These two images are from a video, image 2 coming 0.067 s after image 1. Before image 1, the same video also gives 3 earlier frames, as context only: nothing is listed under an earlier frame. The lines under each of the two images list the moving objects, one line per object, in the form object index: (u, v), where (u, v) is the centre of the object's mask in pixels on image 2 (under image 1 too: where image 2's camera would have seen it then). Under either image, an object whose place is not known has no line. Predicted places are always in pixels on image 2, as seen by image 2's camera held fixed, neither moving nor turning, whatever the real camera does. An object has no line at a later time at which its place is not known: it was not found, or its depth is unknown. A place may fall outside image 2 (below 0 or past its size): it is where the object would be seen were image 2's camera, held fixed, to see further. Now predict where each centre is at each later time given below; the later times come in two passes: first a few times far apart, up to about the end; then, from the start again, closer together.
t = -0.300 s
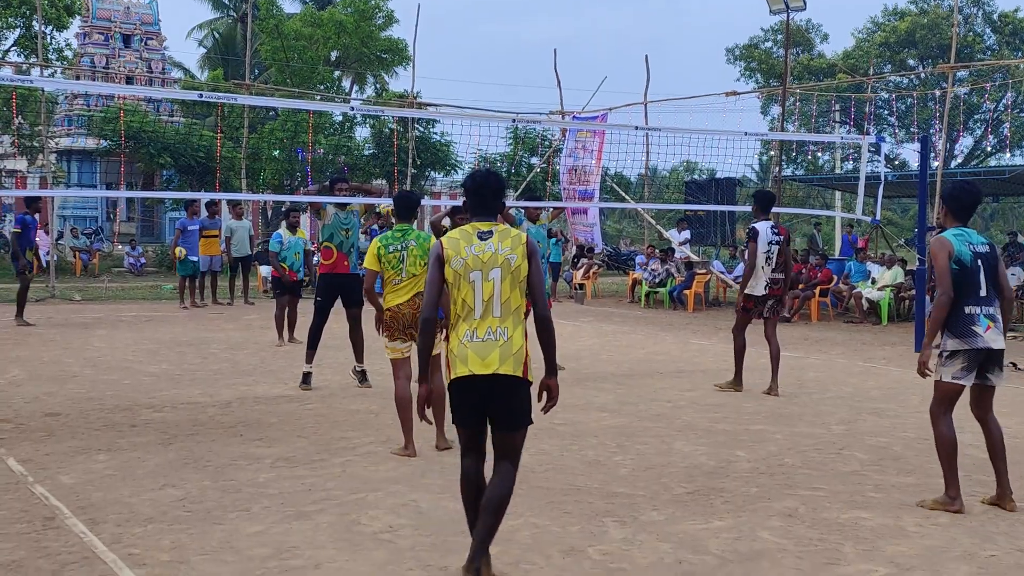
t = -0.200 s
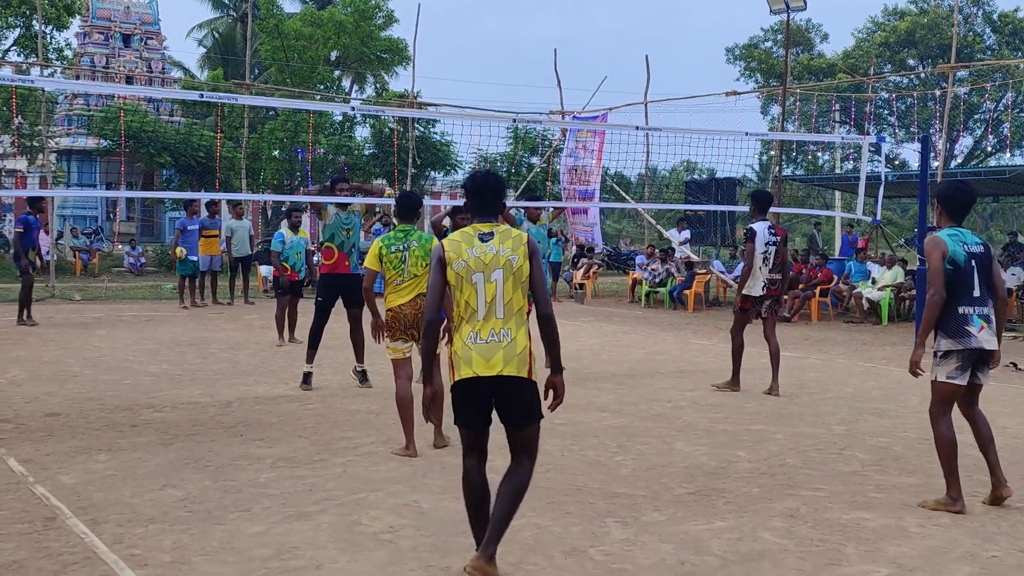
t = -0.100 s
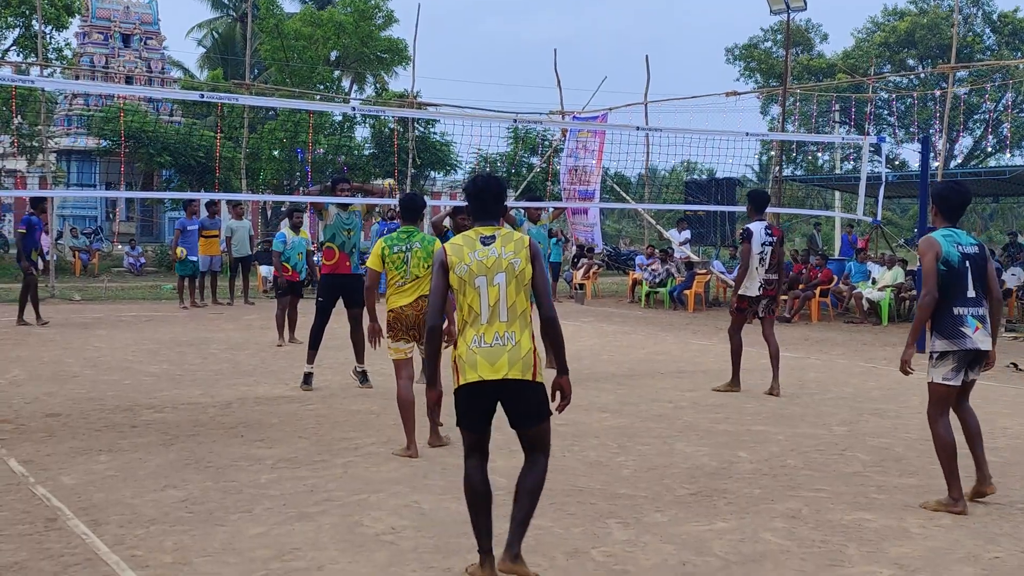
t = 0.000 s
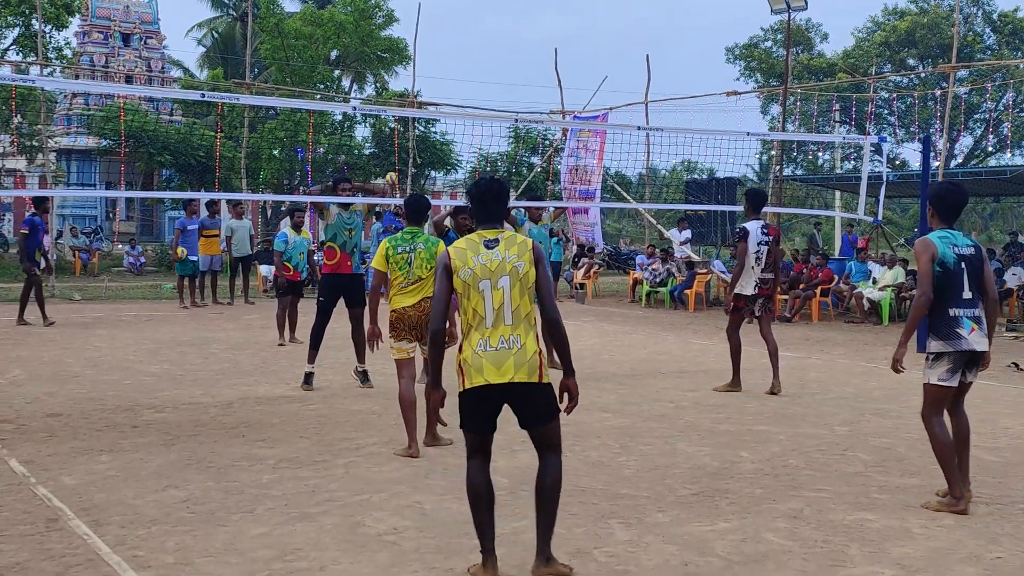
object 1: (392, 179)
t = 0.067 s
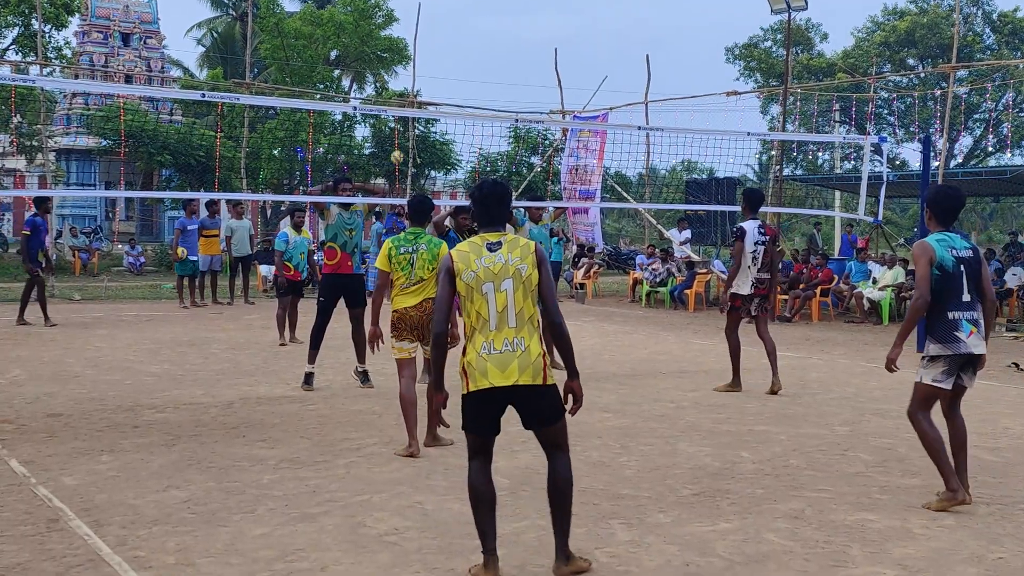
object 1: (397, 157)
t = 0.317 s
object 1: (416, 89)
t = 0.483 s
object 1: (433, 57)
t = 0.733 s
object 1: (464, 52)
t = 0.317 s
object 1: (416, 89)
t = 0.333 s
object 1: (418, 85)
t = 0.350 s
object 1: (419, 81)
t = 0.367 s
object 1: (421, 77)
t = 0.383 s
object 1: (422, 74)
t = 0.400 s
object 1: (424, 71)
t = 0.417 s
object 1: (426, 67)
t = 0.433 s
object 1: (428, 64)
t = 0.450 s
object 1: (429, 62)
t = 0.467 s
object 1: (431, 60)
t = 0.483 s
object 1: (433, 57)
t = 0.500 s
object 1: (435, 55)
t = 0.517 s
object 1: (437, 53)
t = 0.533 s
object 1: (439, 52)
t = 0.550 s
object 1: (441, 50)
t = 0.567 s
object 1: (443, 49)
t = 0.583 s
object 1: (446, 48)
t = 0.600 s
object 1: (448, 48)
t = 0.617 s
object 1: (450, 47)
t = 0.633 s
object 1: (452, 47)
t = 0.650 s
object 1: (454, 47)
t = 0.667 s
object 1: (455, 47)
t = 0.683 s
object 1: (458, 48)
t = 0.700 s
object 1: (460, 49)
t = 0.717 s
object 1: (462, 50)
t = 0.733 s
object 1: (464, 52)
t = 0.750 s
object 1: (467, 54)
